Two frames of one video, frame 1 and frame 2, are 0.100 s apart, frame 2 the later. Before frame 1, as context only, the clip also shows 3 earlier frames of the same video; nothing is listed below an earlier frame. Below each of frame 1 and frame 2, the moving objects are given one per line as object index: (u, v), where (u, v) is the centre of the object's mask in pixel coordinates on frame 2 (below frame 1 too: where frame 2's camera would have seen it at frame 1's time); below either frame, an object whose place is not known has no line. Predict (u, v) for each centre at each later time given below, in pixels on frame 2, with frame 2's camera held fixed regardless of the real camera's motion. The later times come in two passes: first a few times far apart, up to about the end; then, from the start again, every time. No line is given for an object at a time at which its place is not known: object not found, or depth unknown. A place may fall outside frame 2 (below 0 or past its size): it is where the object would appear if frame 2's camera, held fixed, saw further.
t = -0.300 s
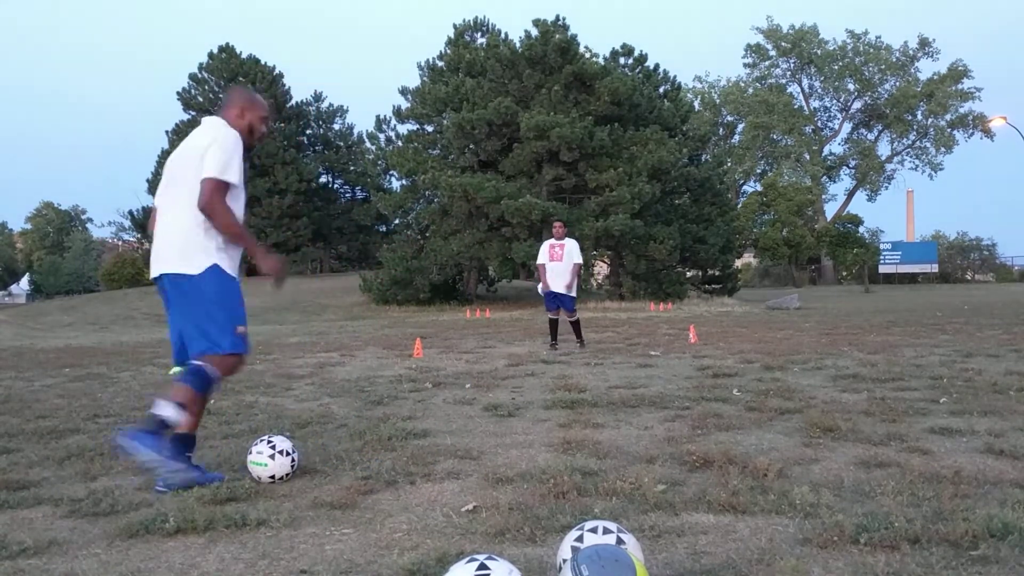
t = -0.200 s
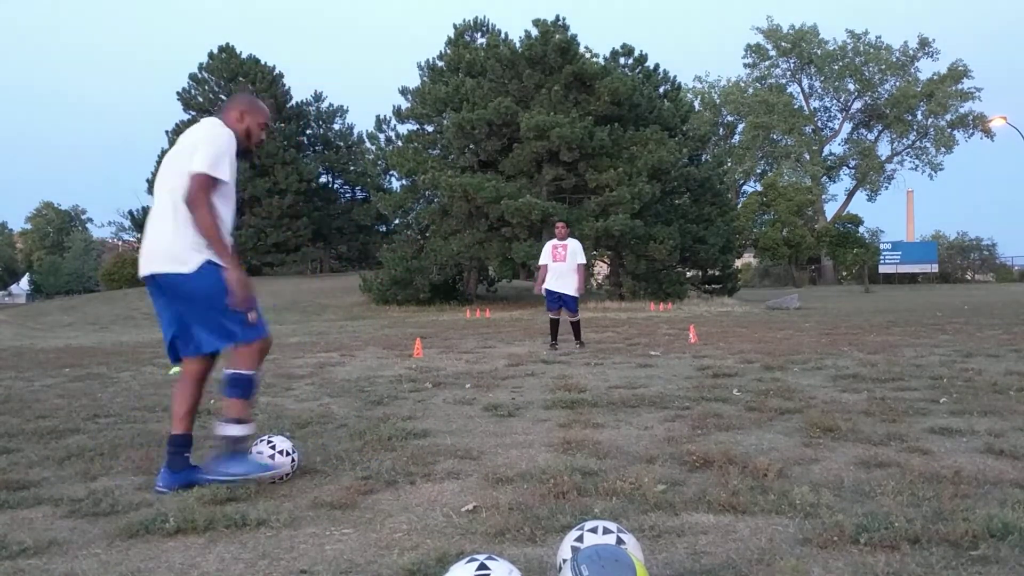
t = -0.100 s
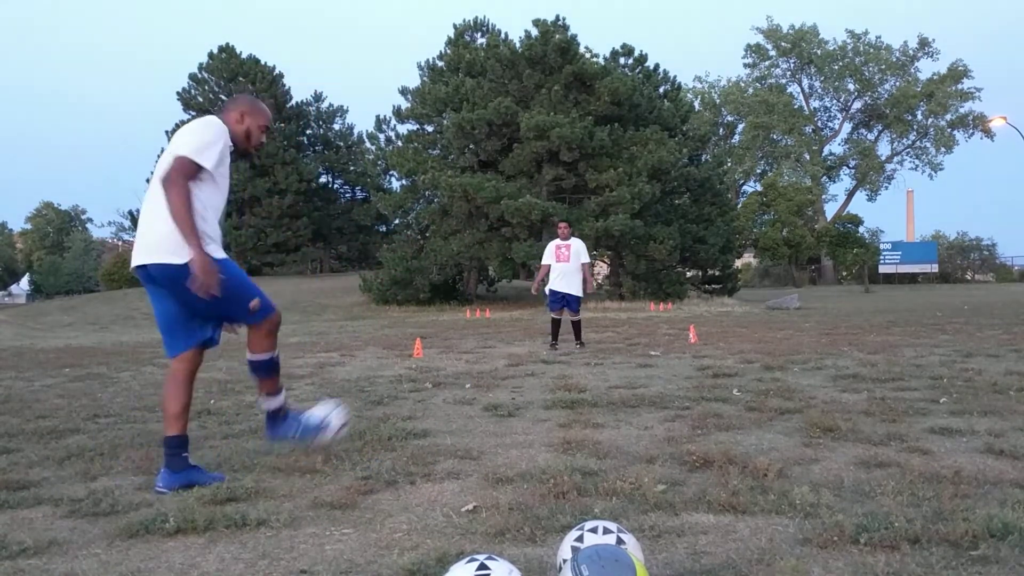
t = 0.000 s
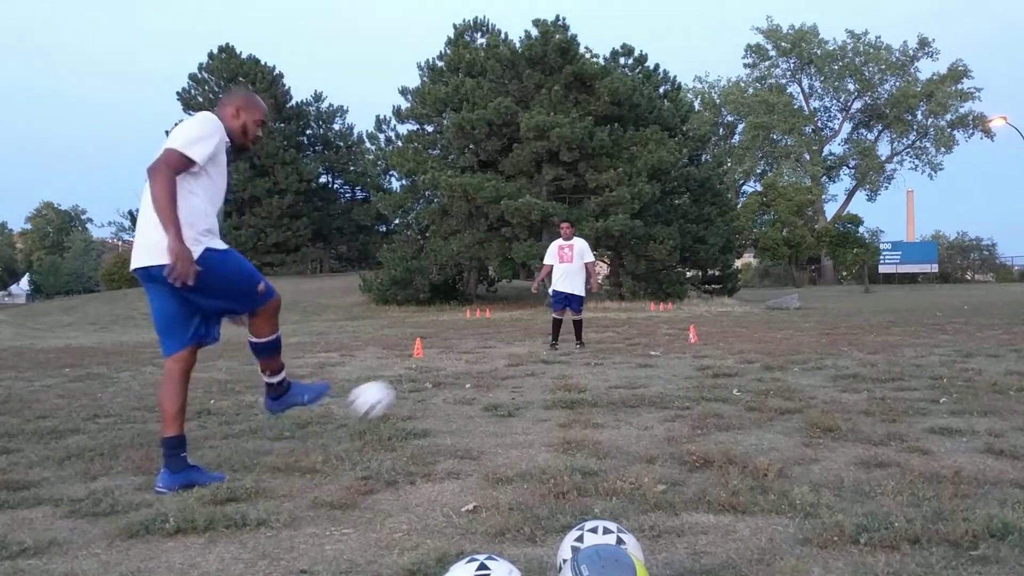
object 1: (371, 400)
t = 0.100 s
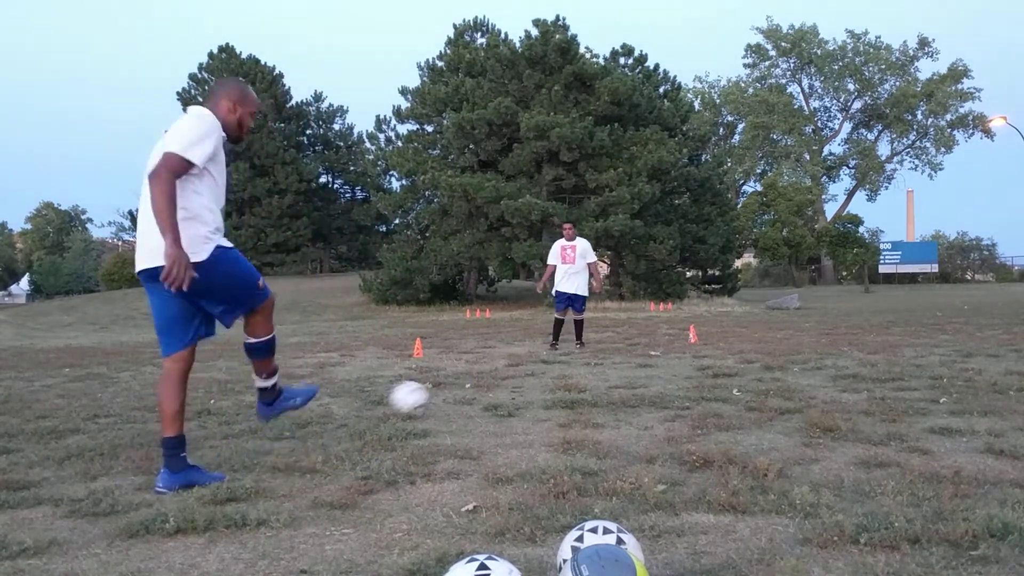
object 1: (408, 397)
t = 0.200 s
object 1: (434, 384)
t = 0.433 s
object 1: (470, 370)
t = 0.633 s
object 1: (491, 362)
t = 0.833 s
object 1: (507, 358)
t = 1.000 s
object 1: (517, 352)
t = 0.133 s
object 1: (419, 399)
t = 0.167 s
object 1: (428, 394)
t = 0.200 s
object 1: (434, 384)
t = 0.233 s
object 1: (440, 377)
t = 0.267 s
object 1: (445, 371)
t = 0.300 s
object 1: (450, 369)
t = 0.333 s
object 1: (456, 366)
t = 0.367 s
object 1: (461, 366)
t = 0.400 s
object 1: (465, 366)
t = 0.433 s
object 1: (470, 370)
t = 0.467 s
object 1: (474, 374)
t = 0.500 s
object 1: (478, 373)
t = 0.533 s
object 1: (482, 368)
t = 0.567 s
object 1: (485, 365)
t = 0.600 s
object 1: (489, 363)
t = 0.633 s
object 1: (491, 362)
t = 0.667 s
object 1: (495, 363)
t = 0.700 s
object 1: (498, 364)
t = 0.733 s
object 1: (500, 363)
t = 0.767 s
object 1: (502, 360)
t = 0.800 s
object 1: (504, 359)
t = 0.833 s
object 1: (507, 358)
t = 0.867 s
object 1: (509, 358)
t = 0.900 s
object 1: (511, 358)
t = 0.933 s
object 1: (513, 357)
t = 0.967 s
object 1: (515, 355)
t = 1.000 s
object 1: (517, 352)
